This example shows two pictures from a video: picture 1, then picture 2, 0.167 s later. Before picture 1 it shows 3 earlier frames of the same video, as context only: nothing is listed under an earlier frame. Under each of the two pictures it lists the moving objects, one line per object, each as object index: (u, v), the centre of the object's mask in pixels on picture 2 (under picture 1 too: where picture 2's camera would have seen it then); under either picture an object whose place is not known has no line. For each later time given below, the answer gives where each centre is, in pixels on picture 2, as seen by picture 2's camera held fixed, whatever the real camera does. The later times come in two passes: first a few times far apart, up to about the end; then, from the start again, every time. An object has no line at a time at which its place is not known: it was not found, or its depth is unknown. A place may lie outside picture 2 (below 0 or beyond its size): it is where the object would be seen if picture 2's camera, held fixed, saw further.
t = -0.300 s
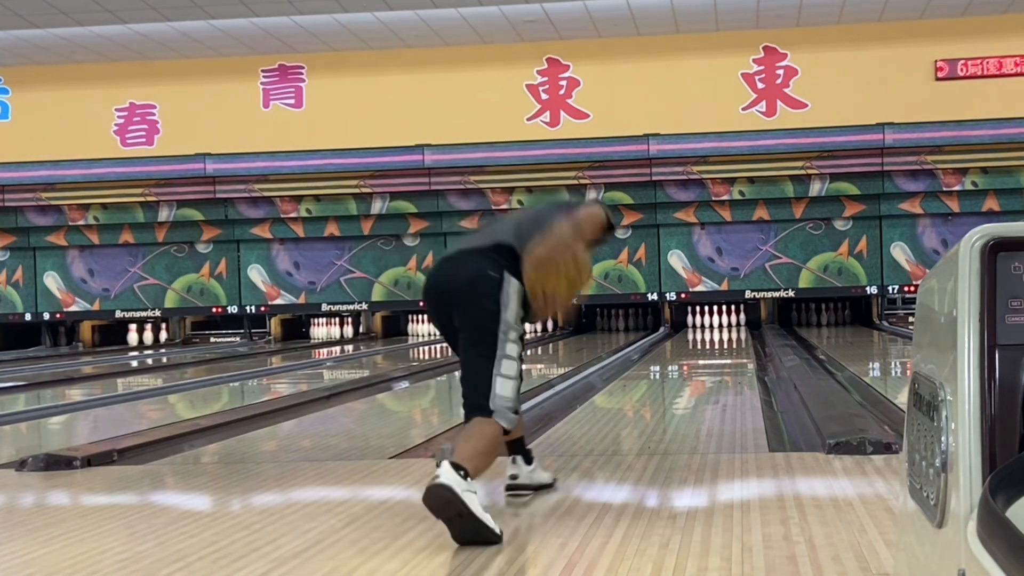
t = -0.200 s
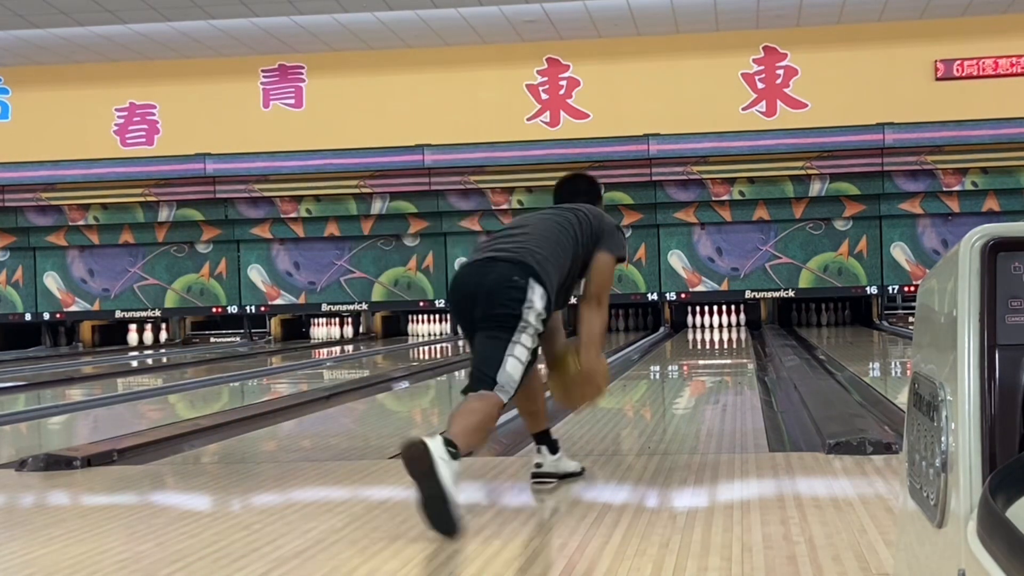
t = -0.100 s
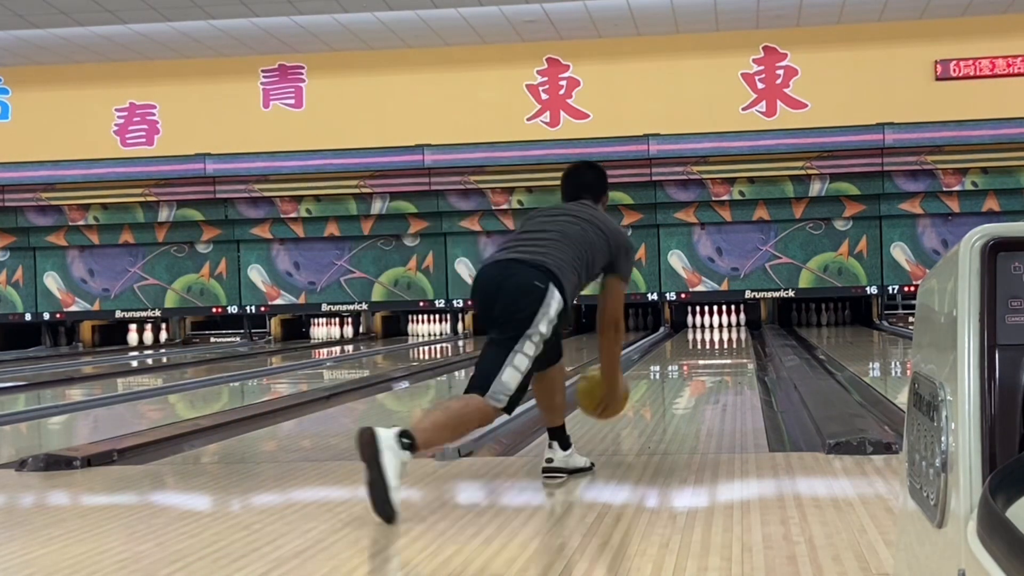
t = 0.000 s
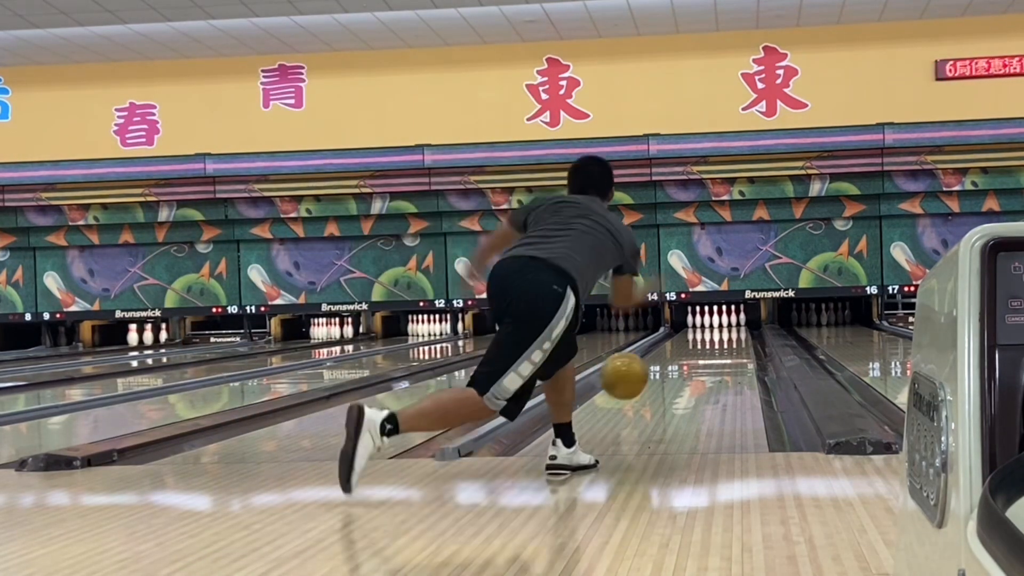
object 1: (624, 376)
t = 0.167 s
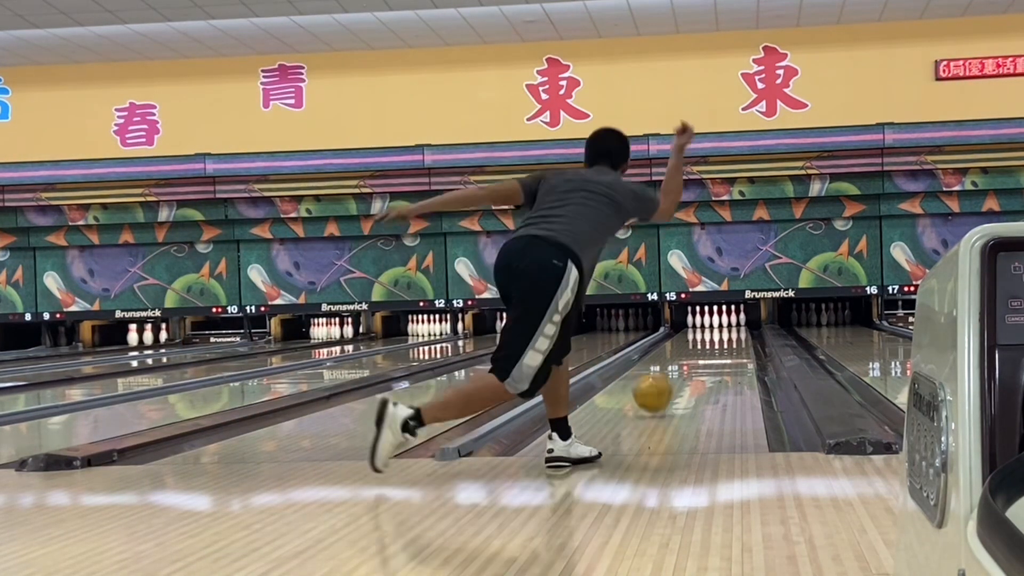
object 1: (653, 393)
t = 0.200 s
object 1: (657, 393)
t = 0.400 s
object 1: (679, 376)
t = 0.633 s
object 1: (694, 362)
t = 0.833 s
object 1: (702, 353)
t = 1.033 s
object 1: (710, 346)
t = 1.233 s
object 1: (714, 341)
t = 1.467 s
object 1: (718, 336)
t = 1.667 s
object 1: (721, 331)
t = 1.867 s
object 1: (721, 329)
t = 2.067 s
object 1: (721, 326)
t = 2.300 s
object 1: (718, 324)
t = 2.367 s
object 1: (717, 323)
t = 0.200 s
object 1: (657, 393)
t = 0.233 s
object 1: (661, 391)
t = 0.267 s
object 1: (666, 387)
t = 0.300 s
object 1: (669, 384)
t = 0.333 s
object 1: (673, 381)
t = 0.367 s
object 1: (676, 378)
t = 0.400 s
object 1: (679, 376)
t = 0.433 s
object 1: (680, 374)
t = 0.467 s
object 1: (683, 371)
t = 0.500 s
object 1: (685, 369)
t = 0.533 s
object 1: (687, 367)
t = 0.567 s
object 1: (690, 365)
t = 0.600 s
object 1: (692, 364)
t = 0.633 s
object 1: (694, 362)
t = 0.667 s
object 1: (695, 361)
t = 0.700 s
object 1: (697, 359)
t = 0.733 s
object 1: (698, 357)
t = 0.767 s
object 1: (700, 356)
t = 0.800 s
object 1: (701, 354)
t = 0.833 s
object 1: (702, 353)
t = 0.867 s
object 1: (703, 352)
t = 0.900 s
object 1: (705, 351)
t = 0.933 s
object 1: (706, 350)
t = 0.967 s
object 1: (706, 349)
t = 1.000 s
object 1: (708, 348)
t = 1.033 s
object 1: (710, 346)
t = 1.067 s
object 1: (710, 345)
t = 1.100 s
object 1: (711, 345)
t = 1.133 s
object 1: (712, 344)
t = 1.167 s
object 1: (712, 343)
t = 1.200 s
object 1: (713, 342)
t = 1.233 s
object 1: (714, 341)
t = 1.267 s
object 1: (715, 340)
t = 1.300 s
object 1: (715, 339)
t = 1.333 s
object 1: (716, 338)
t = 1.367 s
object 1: (717, 338)
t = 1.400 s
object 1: (717, 337)
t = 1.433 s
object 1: (718, 336)
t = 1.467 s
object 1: (718, 336)
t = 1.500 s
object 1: (719, 335)
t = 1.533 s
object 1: (719, 334)
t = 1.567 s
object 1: (720, 333)
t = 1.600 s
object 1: (720, 333)
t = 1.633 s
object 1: (720, 332)
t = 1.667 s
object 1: (721, 331)
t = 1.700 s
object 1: (721, 331)
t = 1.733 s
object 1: (721, 330)
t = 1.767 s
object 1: (721, 330)
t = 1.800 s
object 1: (721, 329)
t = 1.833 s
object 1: (721, 329)
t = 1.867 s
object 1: (721, 329)
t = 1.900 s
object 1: (721, 328)
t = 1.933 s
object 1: (721, 328)
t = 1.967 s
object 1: (721, 327)
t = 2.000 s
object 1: (721, 327)
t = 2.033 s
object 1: (721, 326)
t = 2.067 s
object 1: (721, 326)
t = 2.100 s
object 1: (720, 326)
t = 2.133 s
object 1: (720, 325)
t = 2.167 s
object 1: (720, 325)
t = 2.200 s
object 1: (719, 325)
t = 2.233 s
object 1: (719, 324)
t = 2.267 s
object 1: (719, 324)
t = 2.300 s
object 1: (718, 324)
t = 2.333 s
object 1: (718, 323)
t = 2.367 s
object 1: (717, 323)
